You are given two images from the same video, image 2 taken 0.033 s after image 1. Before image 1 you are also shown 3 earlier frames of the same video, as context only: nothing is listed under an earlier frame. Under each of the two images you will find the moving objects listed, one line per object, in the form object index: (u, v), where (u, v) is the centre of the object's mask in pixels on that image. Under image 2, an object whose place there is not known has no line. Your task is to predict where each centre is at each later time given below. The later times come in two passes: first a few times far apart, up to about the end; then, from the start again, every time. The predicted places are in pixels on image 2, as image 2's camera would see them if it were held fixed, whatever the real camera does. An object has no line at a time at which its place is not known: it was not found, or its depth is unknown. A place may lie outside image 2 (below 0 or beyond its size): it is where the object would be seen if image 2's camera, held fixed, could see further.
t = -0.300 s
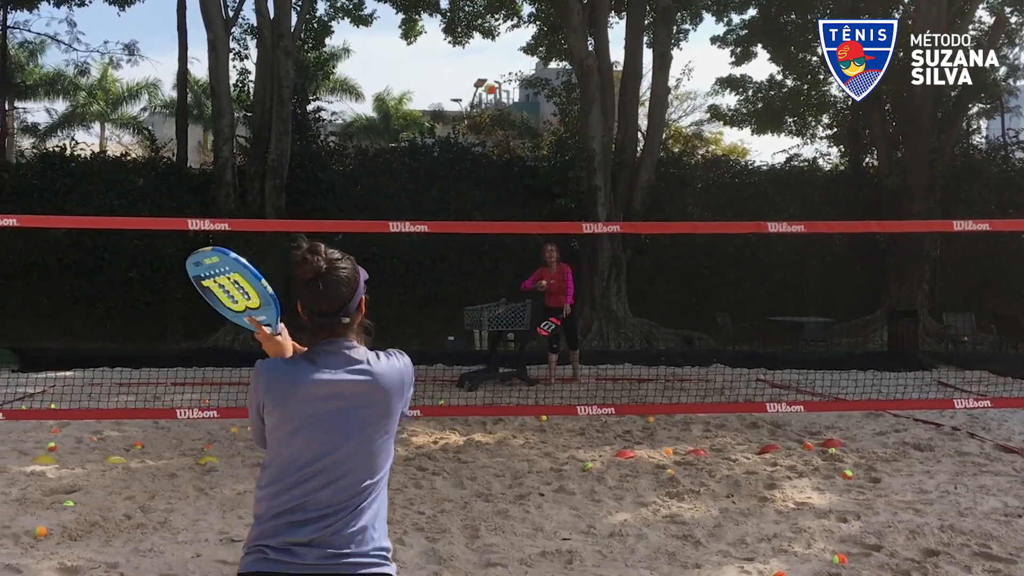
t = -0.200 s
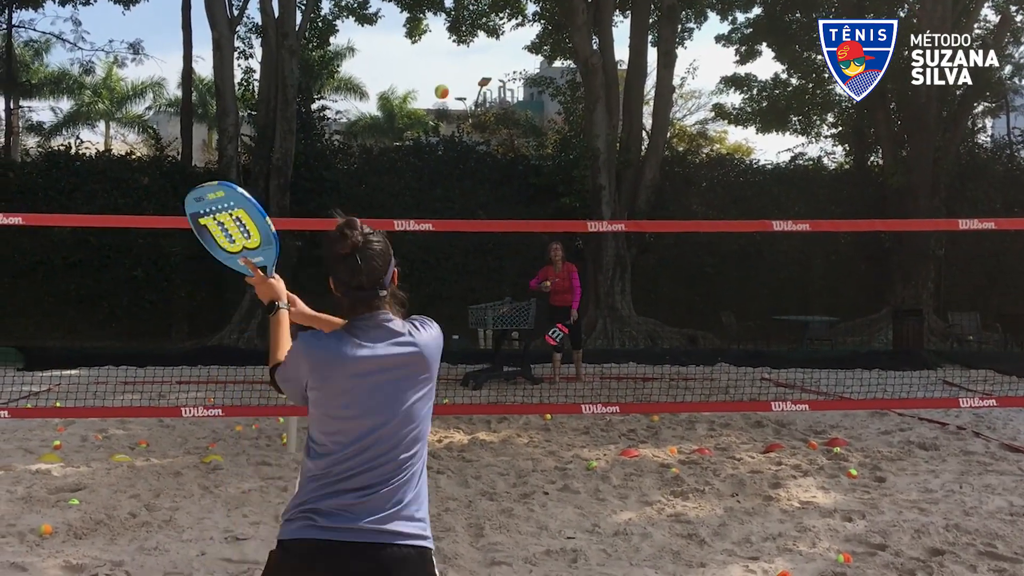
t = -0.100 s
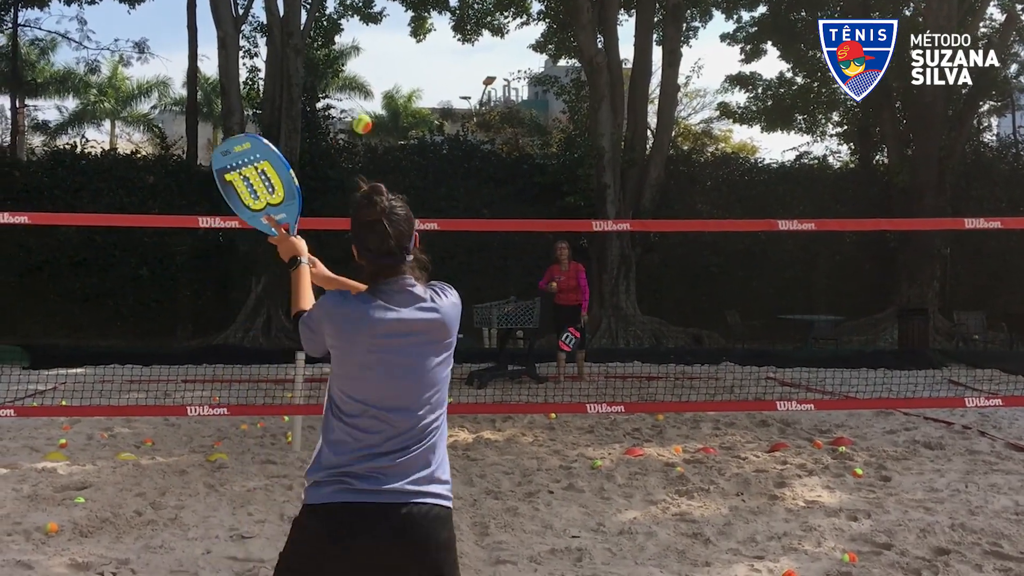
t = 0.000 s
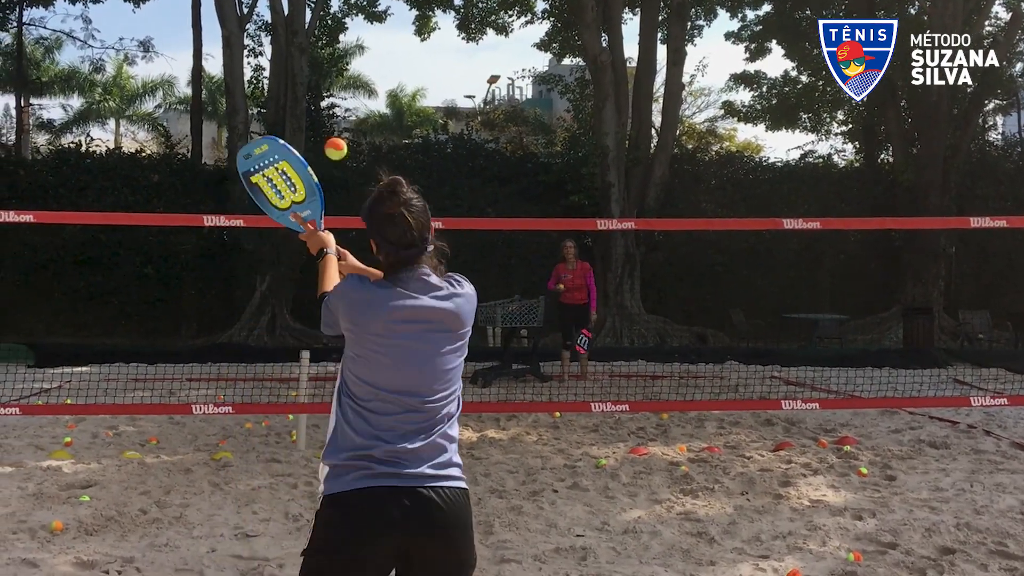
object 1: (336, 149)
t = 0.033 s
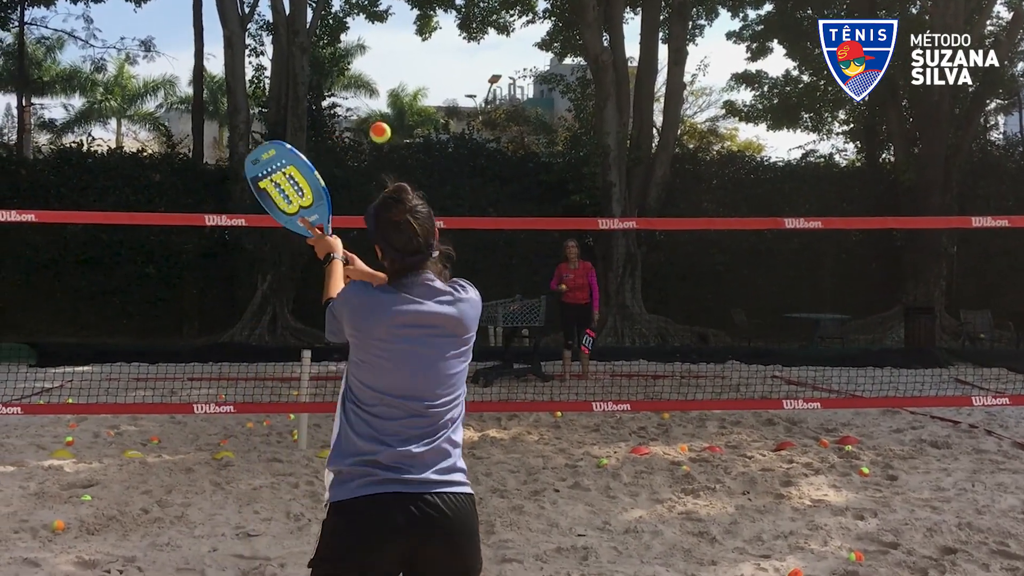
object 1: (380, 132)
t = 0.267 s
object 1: (580, 122)
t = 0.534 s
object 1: (700, 230)
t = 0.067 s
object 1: (418, 121)
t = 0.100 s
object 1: (452, 114)
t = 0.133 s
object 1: (483, 111)
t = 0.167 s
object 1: (512, 110)
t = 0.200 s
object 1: (537, 112)
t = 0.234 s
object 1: (559, 116)
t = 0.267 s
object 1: (580, 122)
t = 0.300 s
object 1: (600, 131)
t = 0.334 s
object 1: (617, 140)
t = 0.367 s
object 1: (633, 152)
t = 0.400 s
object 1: (649, 164)
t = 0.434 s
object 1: (663, 178)
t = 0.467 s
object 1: (676, 193)
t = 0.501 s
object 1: (688, 209)
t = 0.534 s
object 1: (700, 230)
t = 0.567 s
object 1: (710, 243)
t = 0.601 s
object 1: (720, 261)
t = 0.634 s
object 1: (730, 280)
